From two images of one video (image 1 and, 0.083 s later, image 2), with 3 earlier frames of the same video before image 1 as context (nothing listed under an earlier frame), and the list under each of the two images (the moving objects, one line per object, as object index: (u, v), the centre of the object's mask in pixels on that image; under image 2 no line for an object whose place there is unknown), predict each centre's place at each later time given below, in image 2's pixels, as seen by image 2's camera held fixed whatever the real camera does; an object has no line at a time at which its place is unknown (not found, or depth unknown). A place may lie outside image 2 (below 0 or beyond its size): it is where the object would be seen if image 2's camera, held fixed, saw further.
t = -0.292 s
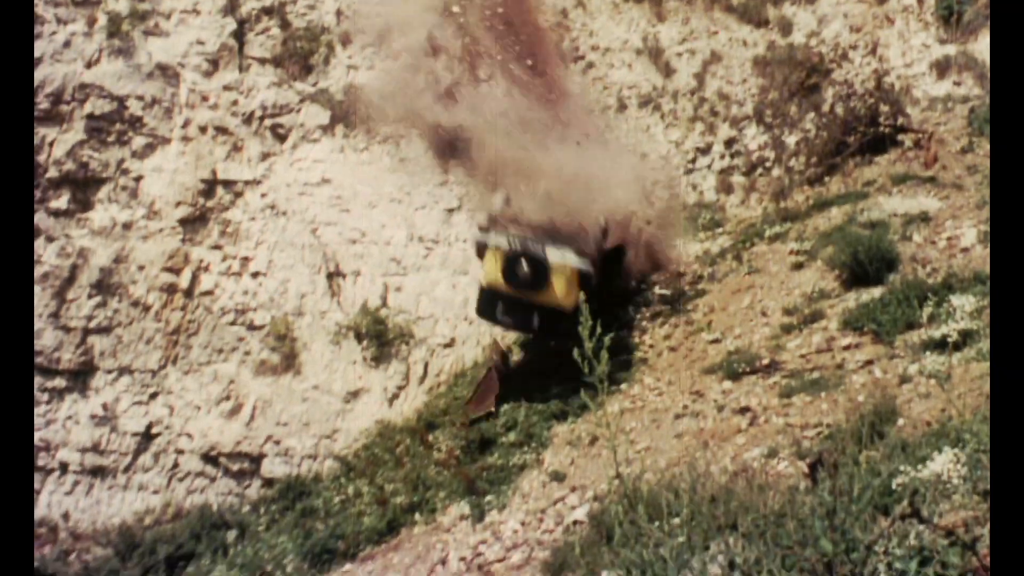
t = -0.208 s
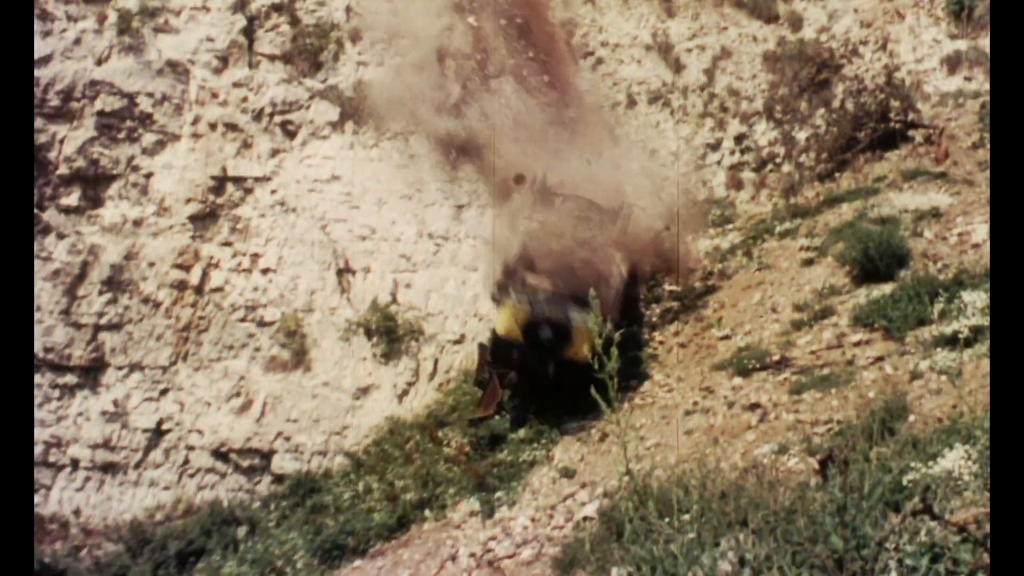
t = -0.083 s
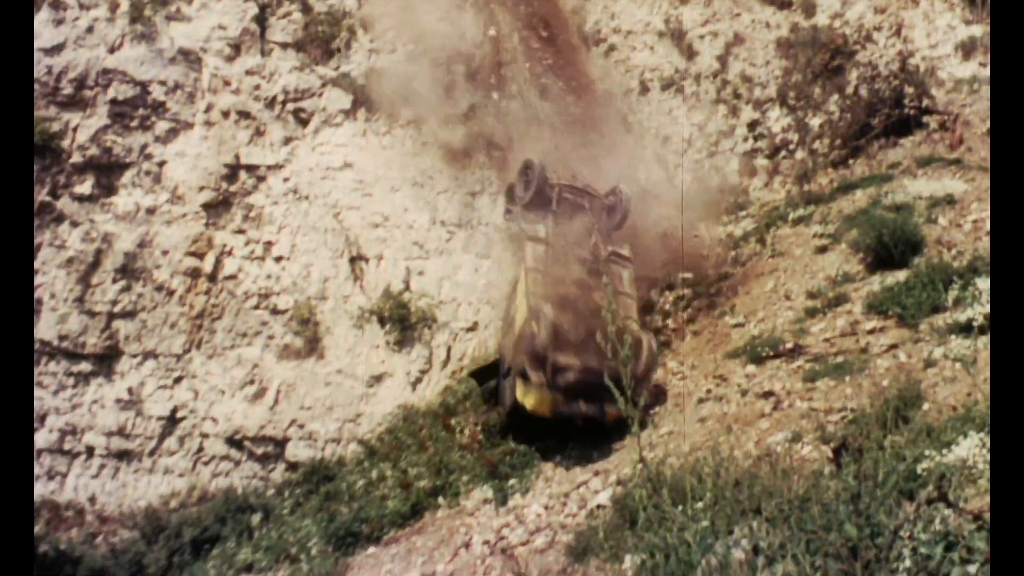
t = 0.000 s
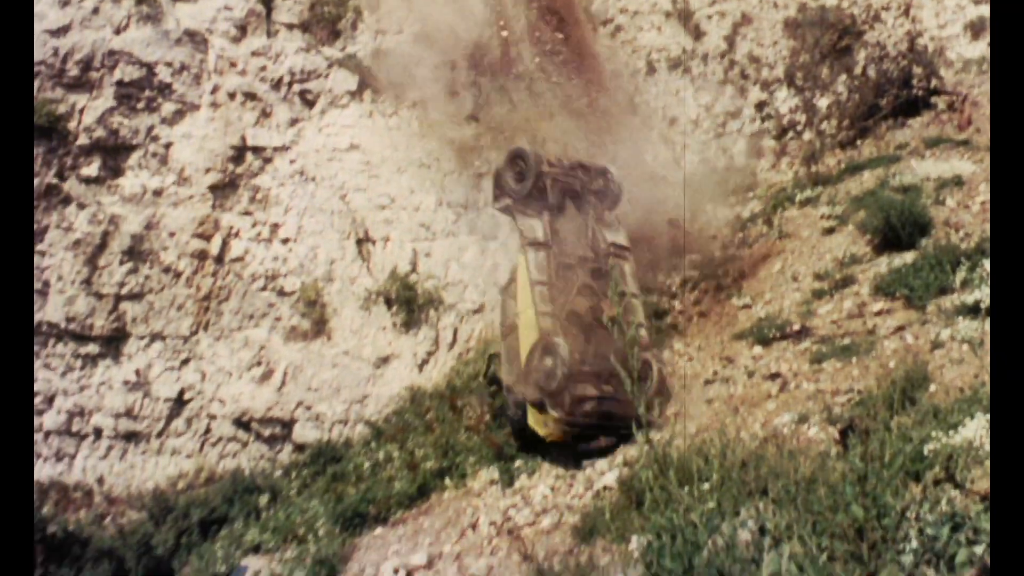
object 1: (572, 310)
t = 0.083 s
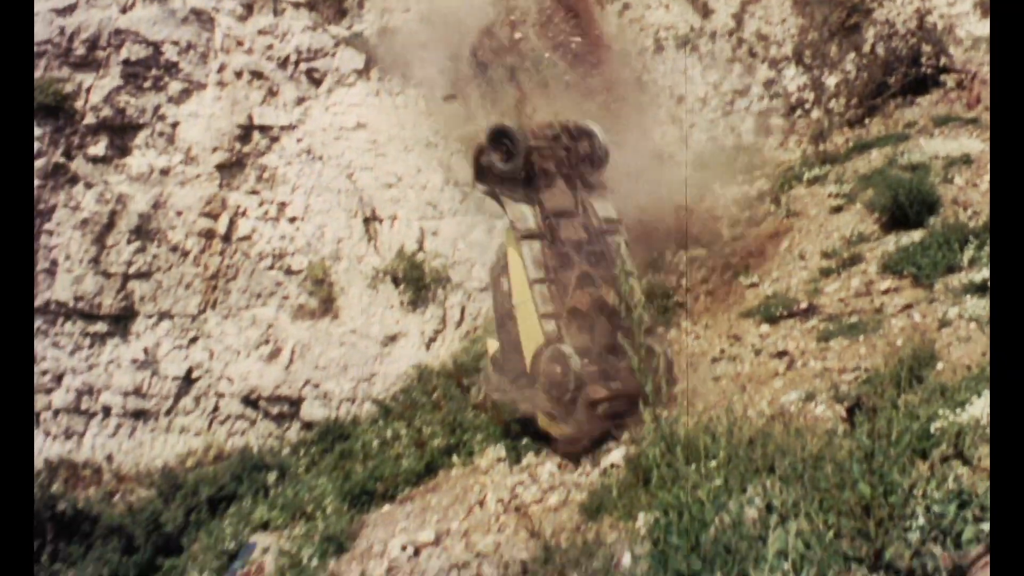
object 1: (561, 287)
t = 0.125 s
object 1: (552, 286)
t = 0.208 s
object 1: (539, 281)
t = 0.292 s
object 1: (522, 277)
